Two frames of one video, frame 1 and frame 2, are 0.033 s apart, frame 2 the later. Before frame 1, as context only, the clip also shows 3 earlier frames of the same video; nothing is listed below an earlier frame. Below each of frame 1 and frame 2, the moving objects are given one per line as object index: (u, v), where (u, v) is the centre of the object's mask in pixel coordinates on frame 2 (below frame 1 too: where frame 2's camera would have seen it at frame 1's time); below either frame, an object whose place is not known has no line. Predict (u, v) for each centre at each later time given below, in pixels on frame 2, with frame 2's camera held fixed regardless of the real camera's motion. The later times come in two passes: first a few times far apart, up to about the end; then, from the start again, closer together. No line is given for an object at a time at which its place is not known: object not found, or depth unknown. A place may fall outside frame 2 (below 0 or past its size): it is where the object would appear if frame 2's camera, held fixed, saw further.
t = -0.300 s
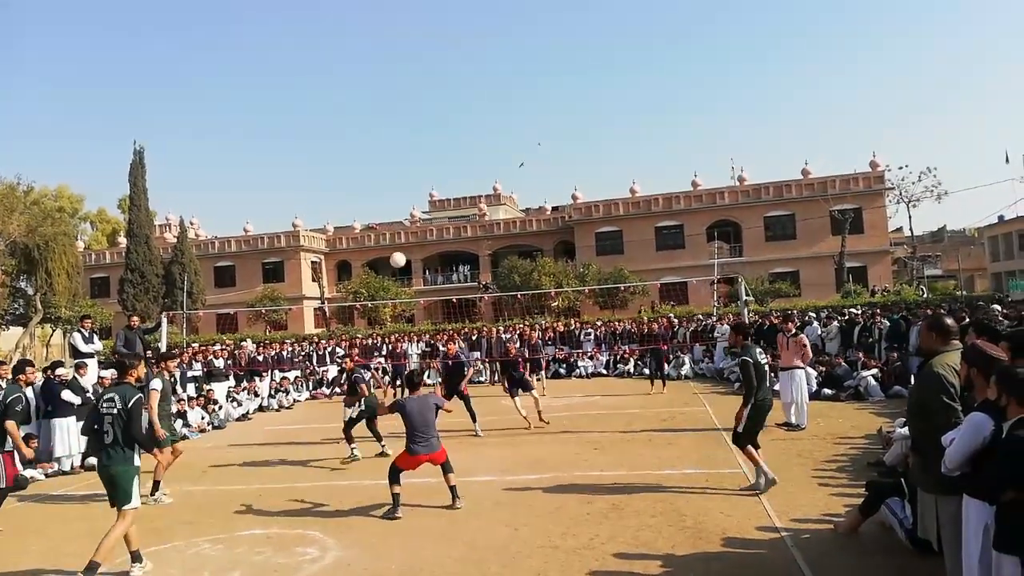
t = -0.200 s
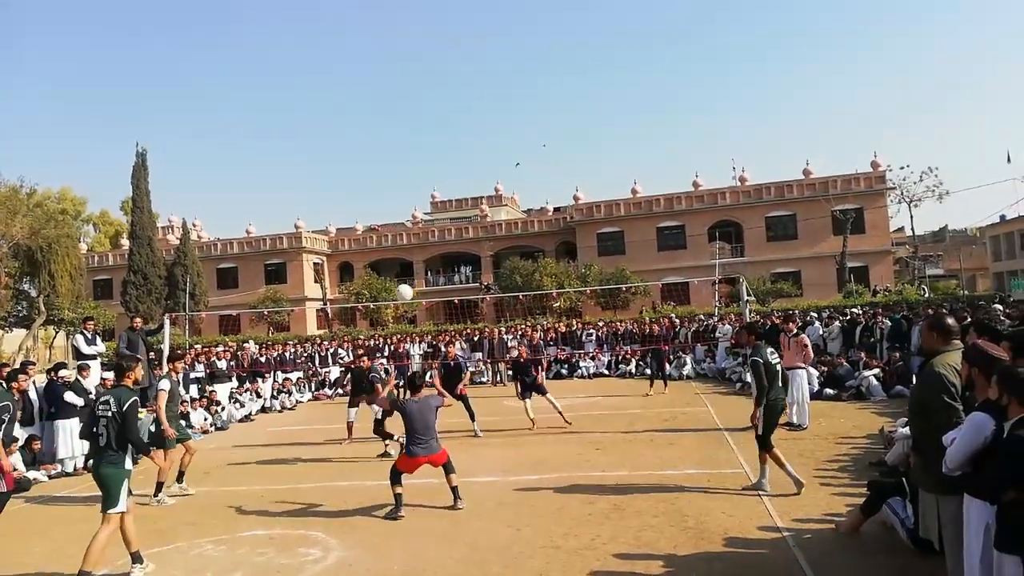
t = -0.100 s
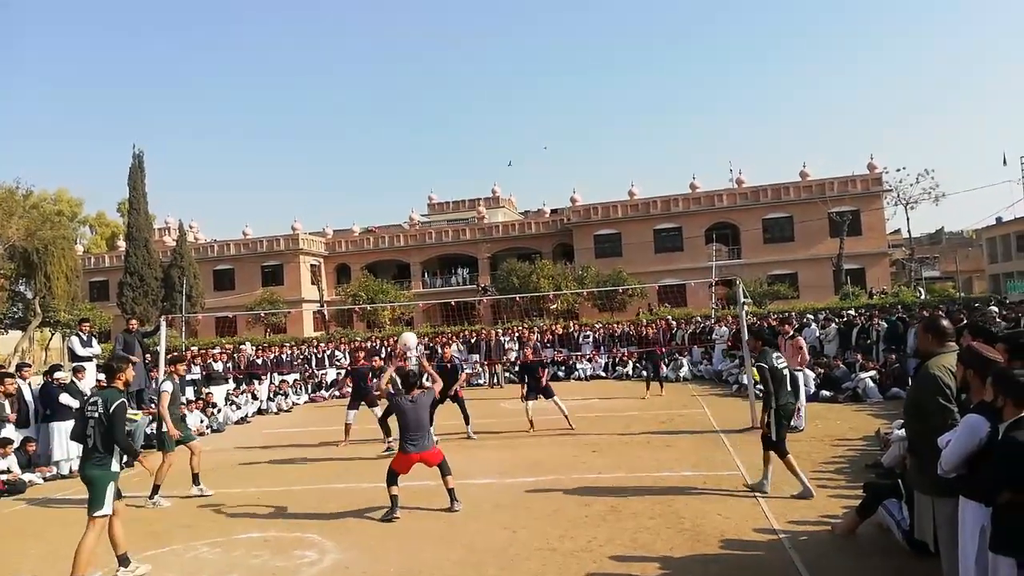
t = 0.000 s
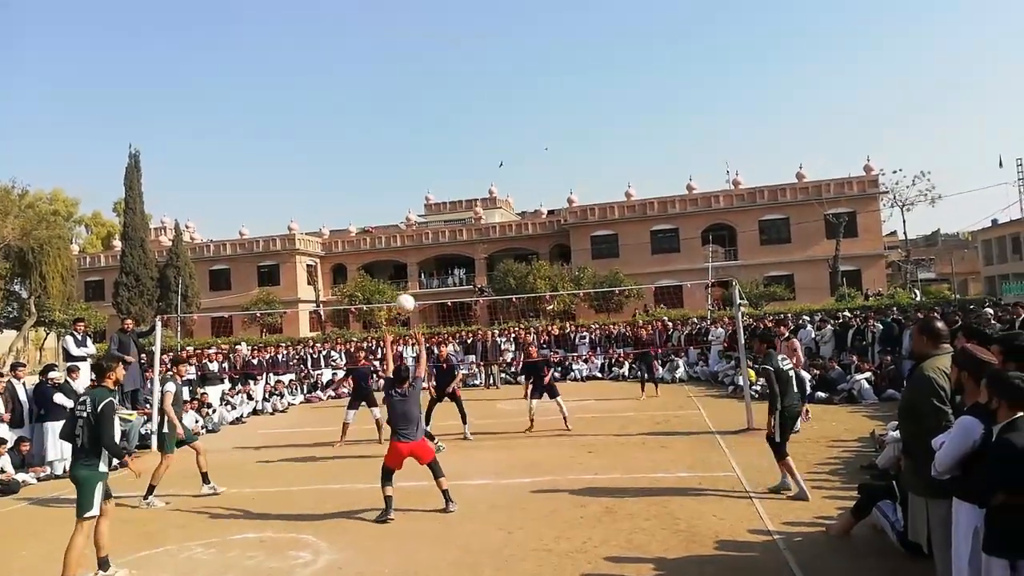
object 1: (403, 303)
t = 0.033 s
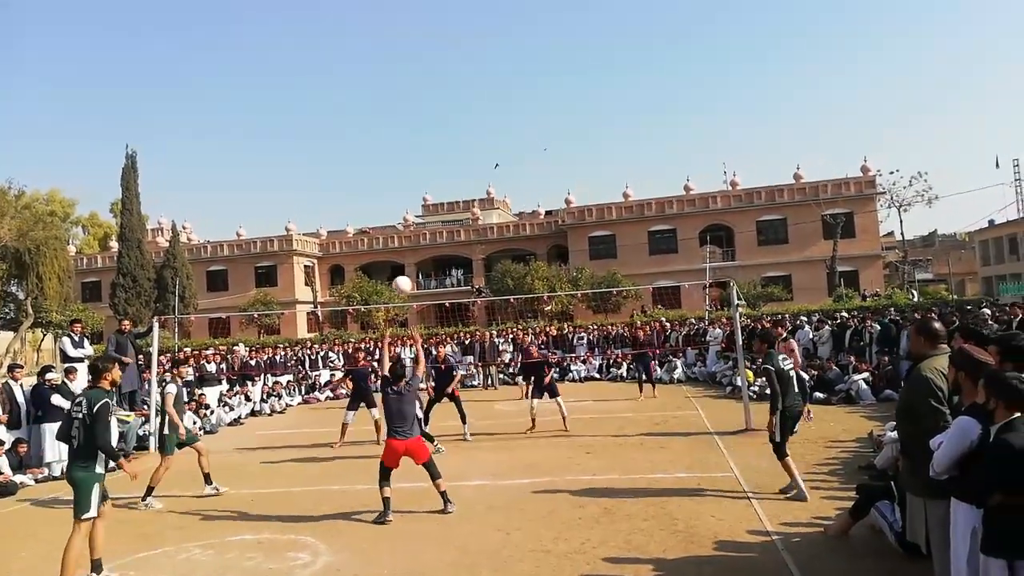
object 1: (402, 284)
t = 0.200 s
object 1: (399, 208)
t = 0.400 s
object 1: (399, 156)
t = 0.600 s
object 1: (399, 138)
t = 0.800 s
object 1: (403, 148)
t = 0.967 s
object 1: (407, 176)
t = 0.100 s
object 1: (400, 250)
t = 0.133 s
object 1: (401, 234)
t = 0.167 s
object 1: (400, 221)
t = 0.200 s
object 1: (399, 208)
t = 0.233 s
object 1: (399, 197)
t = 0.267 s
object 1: (399, 186)
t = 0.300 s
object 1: (399, 177)
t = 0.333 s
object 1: (398, 169)
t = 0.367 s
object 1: (398, 162)
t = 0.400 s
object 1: (399, 156)
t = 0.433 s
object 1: (399, 150)
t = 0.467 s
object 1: (398, 146)
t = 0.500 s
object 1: (399, 143)
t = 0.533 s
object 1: (399, 140)
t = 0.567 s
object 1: (400, 138)
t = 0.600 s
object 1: (399, 138)
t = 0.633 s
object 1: (400, 138)
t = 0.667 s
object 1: (402, 138)
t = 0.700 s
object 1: (401, 139)
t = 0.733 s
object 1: (402, 141)
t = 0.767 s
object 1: (402, 144)
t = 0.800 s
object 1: (403, 148)
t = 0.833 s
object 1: (404, 152)
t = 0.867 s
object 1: (405, 157)
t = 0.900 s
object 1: (405, 163)
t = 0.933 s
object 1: (406, 169)
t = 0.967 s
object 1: (407, 176)
